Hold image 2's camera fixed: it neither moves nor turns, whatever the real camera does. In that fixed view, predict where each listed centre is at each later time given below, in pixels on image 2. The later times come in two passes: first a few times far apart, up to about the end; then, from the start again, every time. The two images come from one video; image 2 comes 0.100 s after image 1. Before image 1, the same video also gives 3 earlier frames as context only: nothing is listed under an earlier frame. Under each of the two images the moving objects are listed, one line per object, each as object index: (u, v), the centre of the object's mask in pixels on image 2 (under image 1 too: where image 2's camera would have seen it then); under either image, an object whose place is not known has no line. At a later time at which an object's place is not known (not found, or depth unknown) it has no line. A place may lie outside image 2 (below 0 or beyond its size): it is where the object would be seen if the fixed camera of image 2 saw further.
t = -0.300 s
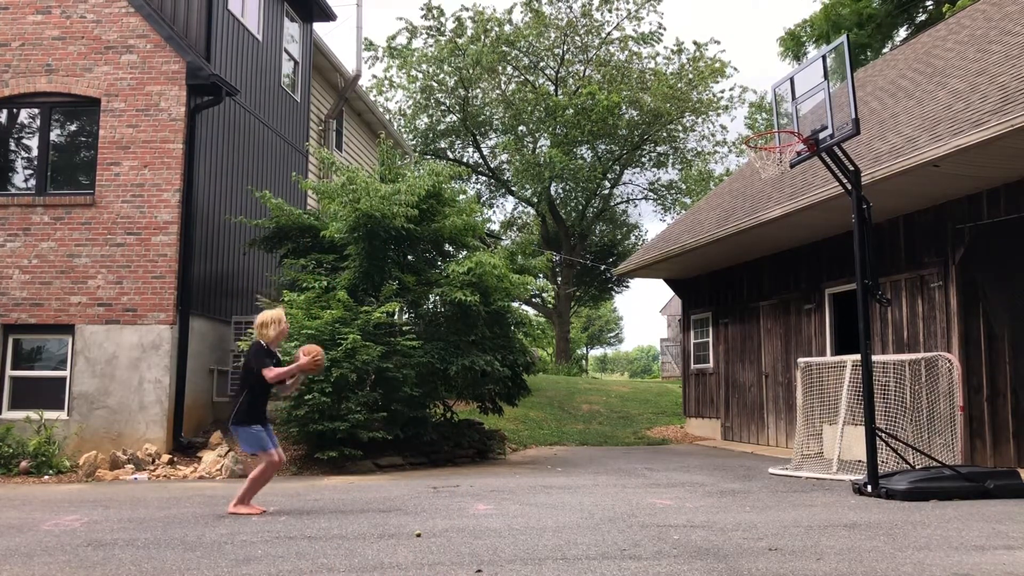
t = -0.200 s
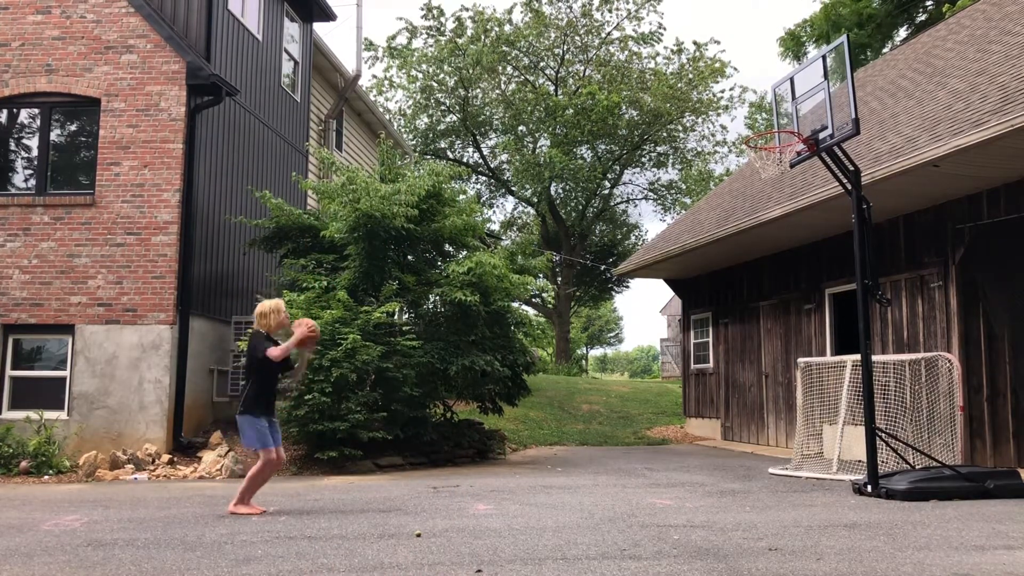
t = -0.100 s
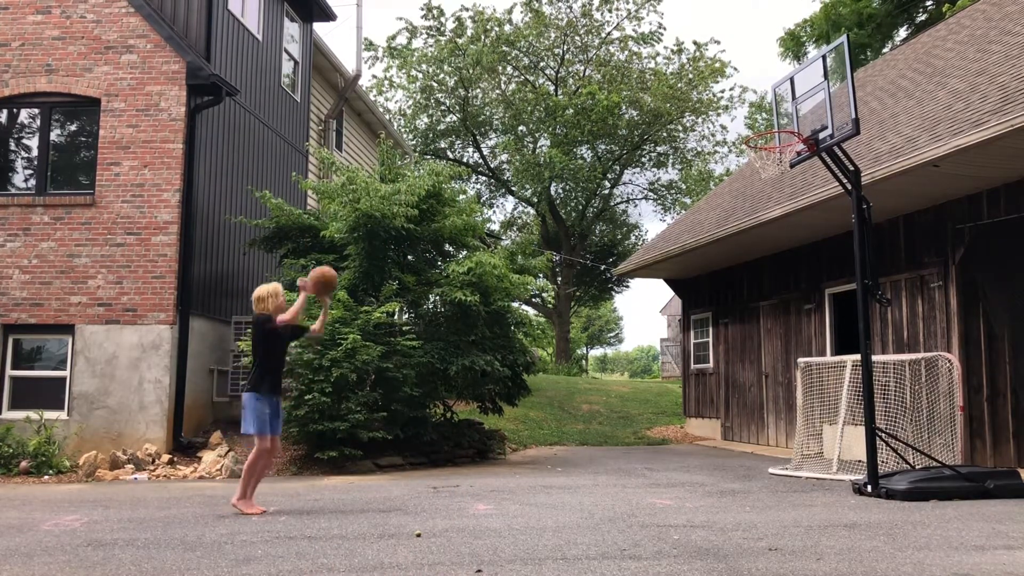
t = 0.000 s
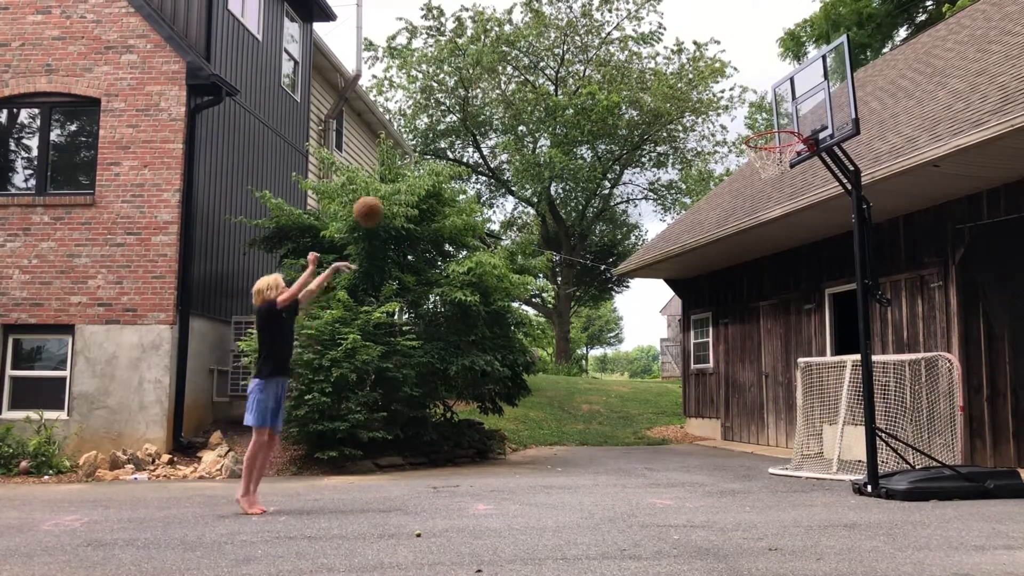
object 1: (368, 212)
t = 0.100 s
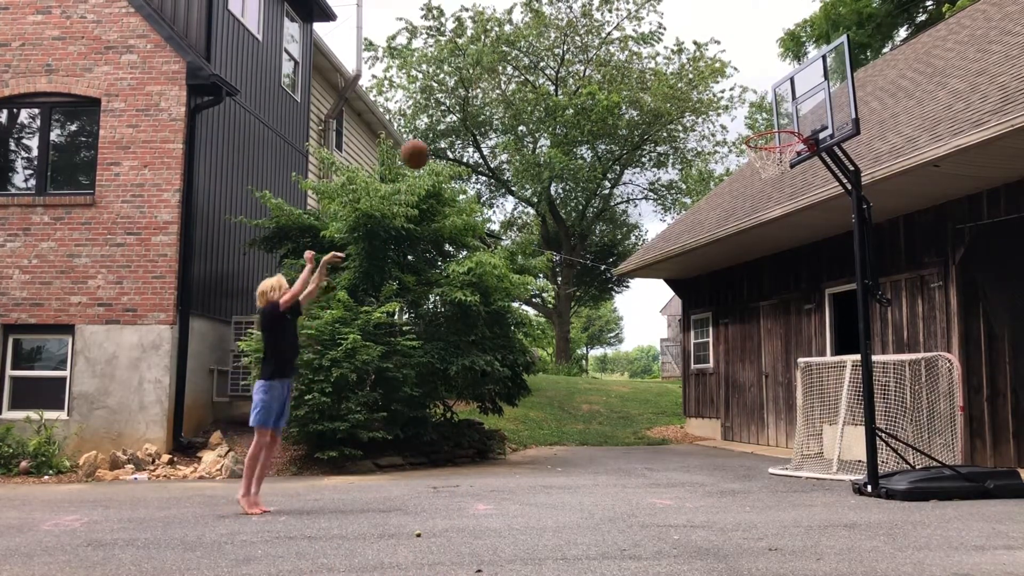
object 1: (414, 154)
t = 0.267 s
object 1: (488, 87)
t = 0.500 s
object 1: (586, 47)
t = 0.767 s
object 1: (691, 78)
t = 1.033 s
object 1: (759, 115)
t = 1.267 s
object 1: (781, 134)
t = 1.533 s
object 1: (777, 185)
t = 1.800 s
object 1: (768, 290)
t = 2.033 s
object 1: (761, 455)
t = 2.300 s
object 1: (728, 362)
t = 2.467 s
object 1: (706, 308)
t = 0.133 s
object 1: (429, 138)
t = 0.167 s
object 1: (445, 122)
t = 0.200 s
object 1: (459, 109)
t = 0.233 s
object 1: (473, 98)
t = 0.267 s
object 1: (488, 87)
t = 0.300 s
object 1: (503, 77)
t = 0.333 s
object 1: (517, 70)
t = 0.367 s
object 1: (531, 62)
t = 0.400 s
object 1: (545, 56)
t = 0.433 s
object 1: (558, 52)
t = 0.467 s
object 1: (572, 49)
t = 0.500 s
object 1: (586, 47)
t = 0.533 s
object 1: (599, 47)
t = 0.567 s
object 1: (612, 48)
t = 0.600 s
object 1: (626, 50)
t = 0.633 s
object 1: (639, 53)
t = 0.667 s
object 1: (652, 57)
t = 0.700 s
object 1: (665, 62)
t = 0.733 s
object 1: (678, 70)
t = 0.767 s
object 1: (691, 78)
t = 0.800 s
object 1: (704, 87)
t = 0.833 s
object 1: (718, 97)
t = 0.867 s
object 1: (731, 109)
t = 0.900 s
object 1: (744, 122)
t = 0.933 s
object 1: (750, 124)
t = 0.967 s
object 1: (753, 120)
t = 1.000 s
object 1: (755, 117)
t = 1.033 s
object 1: (759, 115)
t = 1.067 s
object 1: (762, 114)
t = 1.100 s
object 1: (764, 114)
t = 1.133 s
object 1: (768, 116)
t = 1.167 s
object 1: (771, 118)
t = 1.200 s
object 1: (774, 122)
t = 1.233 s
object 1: (778, 126)
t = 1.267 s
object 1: (781, 134)
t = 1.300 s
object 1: (783, 142)
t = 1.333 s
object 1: (783, 148)
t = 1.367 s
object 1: (784, 156)
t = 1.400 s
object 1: (783, 161)
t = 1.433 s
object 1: (782, 166)
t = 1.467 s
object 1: (781, 173)
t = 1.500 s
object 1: (780, 180)
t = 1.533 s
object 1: (777, 185)
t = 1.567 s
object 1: (777, 195)
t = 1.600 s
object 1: (775, 204)
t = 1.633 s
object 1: (773, 215)
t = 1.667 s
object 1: (772, 226)
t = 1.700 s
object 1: (770, 241)
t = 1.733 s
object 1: (770, 257)
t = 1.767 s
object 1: (769, 273)
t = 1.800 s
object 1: (768, 290)
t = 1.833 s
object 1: (766, 309)
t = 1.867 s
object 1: (765, 329)
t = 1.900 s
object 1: (764, 351)
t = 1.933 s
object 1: (763, 374)
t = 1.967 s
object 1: (762, 399)
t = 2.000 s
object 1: (761, 426)
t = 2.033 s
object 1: (761, 455)
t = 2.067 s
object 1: (760, 483)
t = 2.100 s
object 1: (756, 471)
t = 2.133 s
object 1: (751, 449)
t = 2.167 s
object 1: (746, 429)
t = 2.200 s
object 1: (741, 411)
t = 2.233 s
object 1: (737, 393)
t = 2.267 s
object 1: (733, 378)
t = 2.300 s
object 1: (728, 362)
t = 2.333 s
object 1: (723, 348)
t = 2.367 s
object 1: (719, 336)
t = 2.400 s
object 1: (715, 326)
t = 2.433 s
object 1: (710, 316)
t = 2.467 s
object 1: (706, 308)
